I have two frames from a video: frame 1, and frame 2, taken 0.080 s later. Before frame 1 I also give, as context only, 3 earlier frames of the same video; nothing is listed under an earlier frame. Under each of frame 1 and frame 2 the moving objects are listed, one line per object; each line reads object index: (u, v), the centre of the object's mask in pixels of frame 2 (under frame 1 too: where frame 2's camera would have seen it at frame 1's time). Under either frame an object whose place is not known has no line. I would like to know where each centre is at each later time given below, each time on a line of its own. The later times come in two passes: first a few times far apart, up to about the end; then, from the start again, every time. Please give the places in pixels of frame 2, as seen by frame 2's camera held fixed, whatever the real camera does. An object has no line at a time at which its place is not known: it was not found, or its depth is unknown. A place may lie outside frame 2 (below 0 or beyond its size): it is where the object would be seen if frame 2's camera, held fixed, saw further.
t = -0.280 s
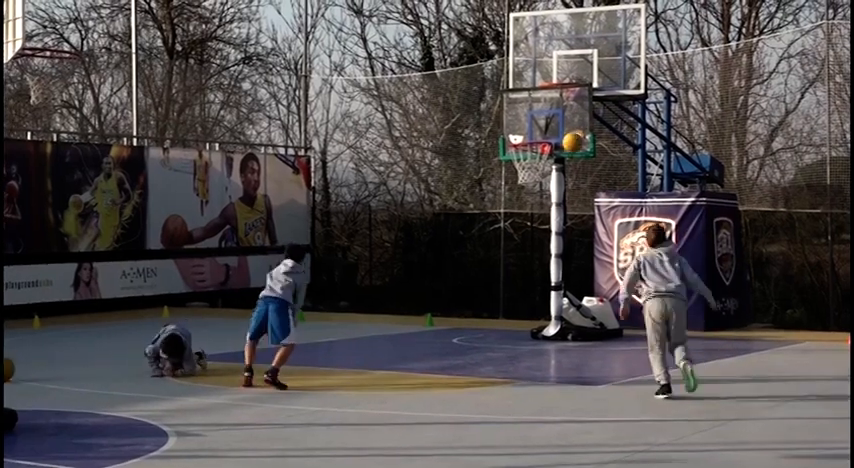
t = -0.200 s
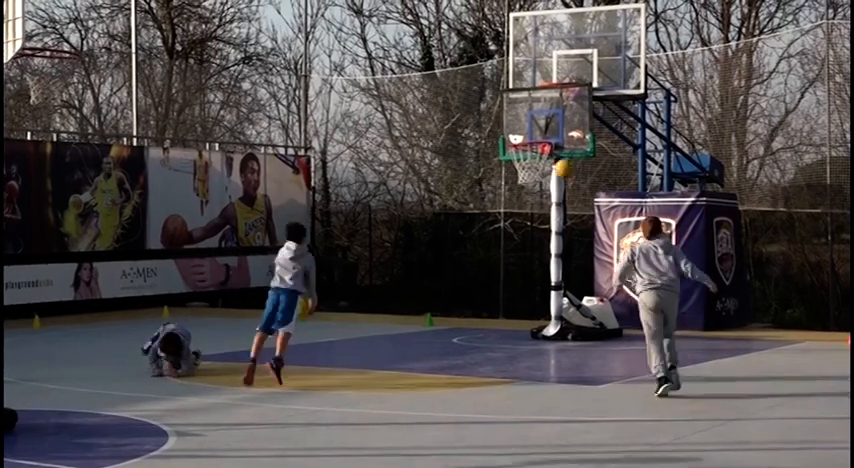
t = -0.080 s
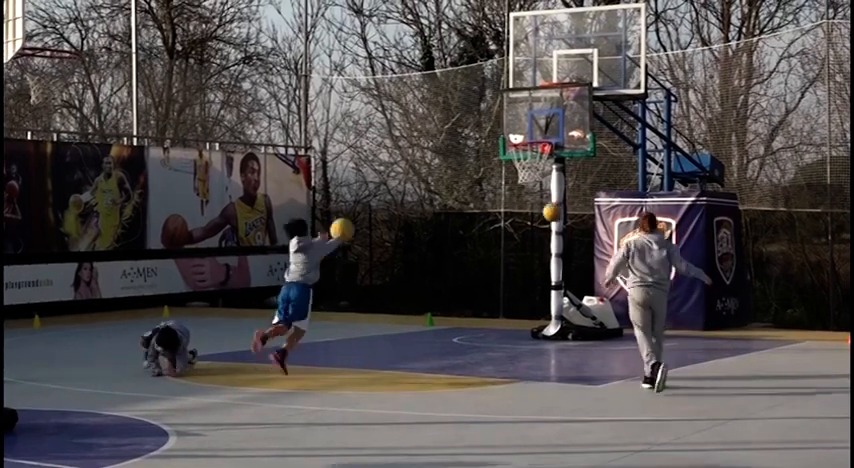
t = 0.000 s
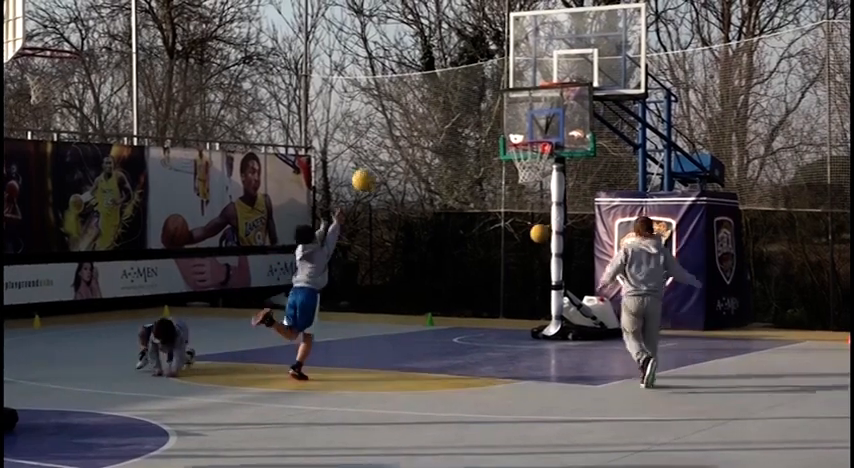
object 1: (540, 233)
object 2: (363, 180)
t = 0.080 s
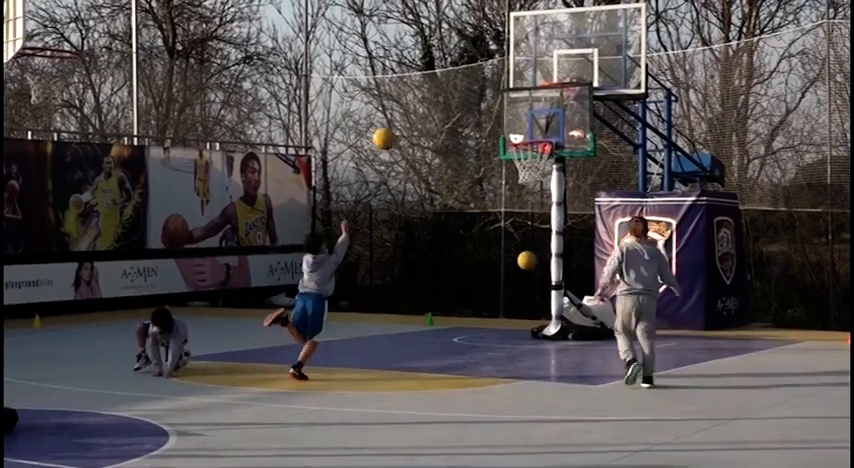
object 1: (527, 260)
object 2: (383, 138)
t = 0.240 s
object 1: (501, 332)
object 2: (421, 79)
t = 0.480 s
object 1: (471, 260)
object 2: (472, 46)
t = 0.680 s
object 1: (446, 230)
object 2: (509, 59)
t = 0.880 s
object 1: (418, 236)
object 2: (544, 106)
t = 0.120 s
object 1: (520, 276)
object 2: (393, 121)
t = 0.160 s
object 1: (513, 293)
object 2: (403, 105)
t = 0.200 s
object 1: (507, 312)
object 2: (411, 91)
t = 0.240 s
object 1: (501, 332)
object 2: (421, 79)
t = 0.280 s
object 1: (495, 322)
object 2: (430, 69)
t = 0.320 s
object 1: (491, 307)
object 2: (438, 62)
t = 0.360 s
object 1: (486, 293)
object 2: (447, 56)
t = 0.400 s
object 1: (481, 281)
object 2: (456, 52)
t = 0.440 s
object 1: (476, 269)
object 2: (464, 48)
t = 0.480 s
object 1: (471, 260)
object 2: (472, 46)
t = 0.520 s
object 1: (466, 251)
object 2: (479, 46)
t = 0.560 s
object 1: (461, 244)
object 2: (487, 47)
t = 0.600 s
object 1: (456, 238)
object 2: (492, 50)
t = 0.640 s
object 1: (451, 233)
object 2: (502, 55)
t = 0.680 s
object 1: (446, 230)
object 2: (509, 59)
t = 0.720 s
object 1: (440, 229)
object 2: (516, 66)
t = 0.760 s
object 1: (435, 228)
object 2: (523, 74)
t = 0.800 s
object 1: (429, 229)
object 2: (529, 84)
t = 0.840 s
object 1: (424, 232)
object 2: (535, 94)
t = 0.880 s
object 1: (418, 236)
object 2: (544, 106)
